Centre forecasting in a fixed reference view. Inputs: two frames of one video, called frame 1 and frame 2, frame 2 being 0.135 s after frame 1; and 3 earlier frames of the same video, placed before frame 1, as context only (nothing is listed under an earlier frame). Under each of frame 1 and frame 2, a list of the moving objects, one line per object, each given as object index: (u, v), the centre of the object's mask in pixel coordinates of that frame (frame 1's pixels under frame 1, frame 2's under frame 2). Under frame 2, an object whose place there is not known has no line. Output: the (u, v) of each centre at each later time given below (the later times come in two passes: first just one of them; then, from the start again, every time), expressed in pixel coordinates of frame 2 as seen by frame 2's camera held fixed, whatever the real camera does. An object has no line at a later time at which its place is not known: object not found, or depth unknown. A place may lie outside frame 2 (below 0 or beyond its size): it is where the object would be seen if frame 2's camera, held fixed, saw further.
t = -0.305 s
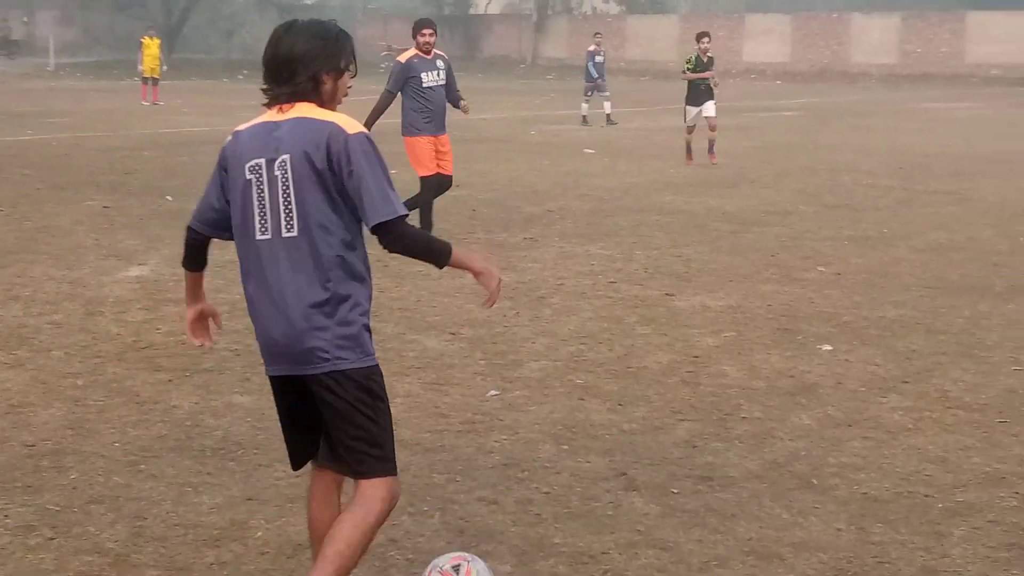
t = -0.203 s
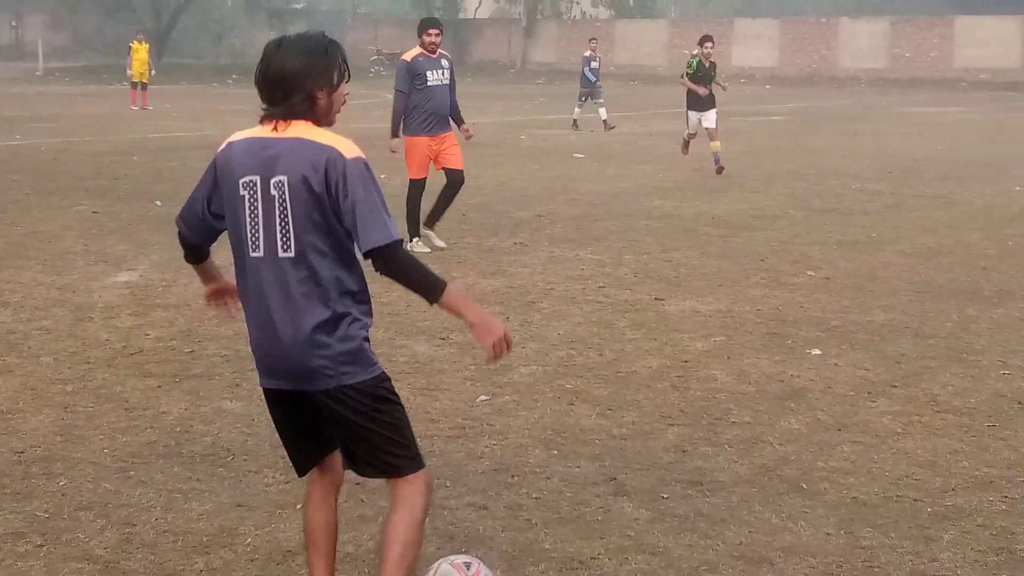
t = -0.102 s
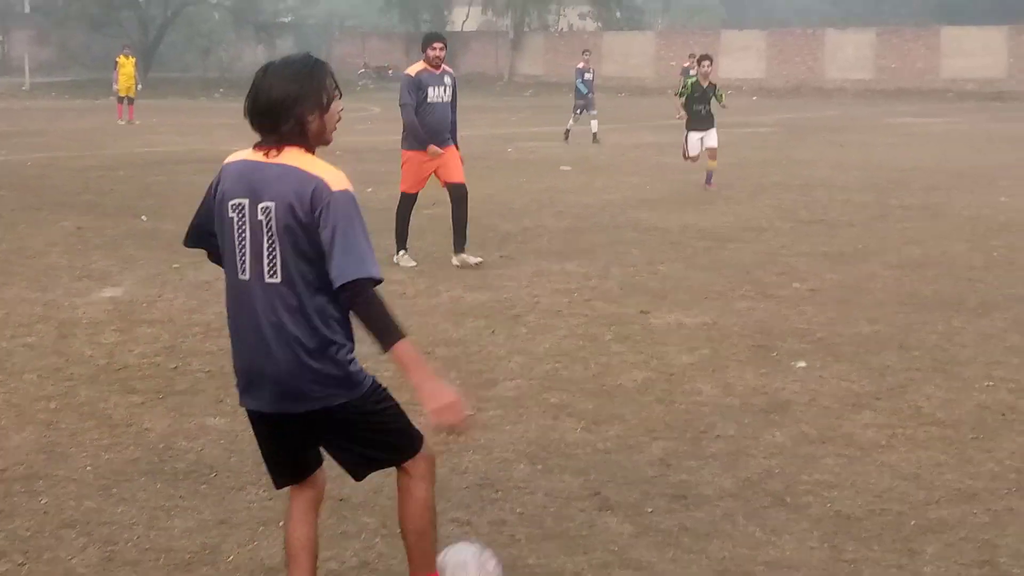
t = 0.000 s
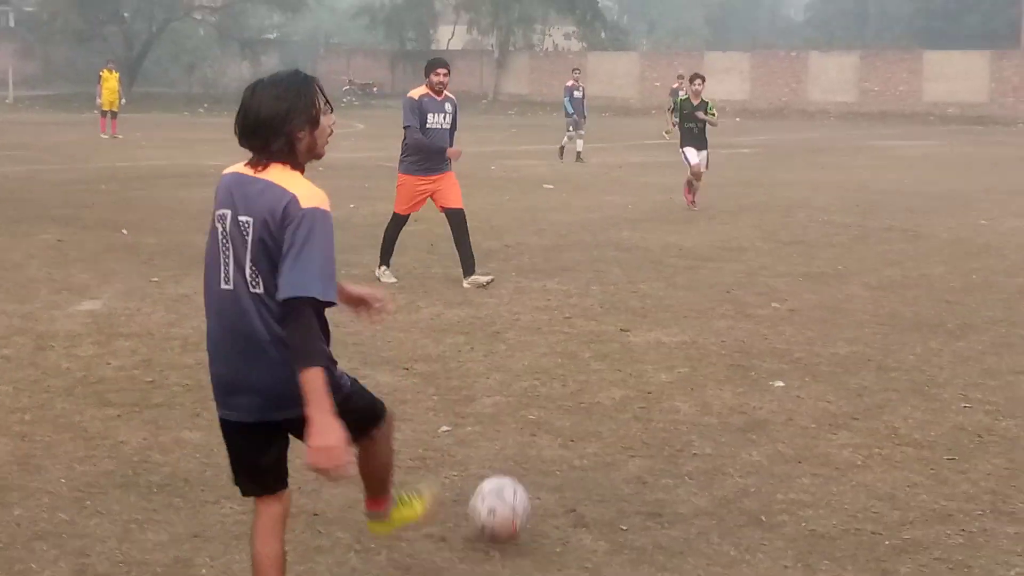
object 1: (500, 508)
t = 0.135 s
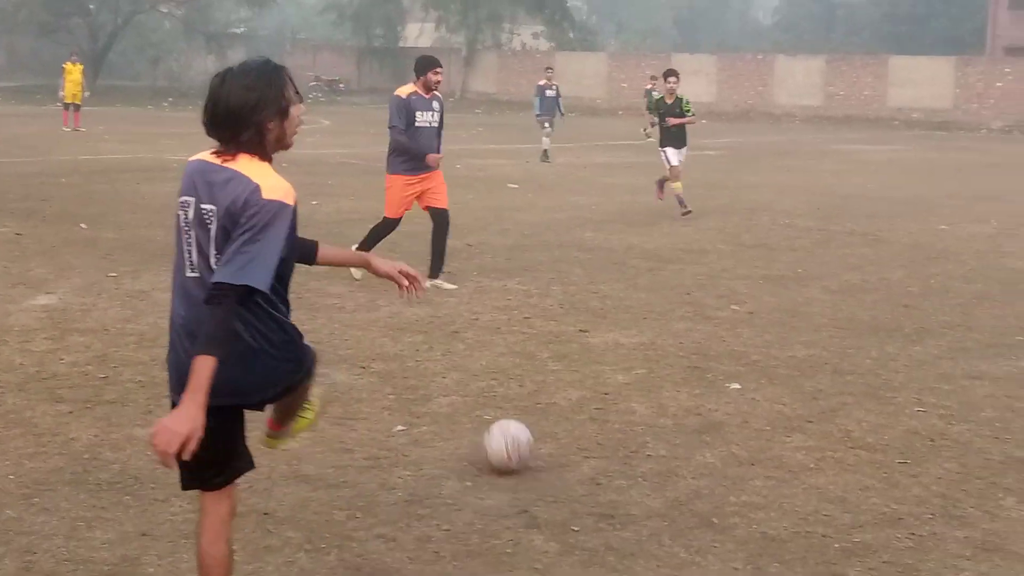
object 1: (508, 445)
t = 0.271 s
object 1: (544, 399)
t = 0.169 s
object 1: (518, 433)
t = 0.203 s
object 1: (527, 422)
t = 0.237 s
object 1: (536, 411)
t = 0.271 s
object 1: (544, 399)
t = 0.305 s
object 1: (551, 391)
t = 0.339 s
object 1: (558, 384)
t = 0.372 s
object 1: (564, 374)
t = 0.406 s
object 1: (569, 364)
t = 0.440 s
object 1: (575, 357)
